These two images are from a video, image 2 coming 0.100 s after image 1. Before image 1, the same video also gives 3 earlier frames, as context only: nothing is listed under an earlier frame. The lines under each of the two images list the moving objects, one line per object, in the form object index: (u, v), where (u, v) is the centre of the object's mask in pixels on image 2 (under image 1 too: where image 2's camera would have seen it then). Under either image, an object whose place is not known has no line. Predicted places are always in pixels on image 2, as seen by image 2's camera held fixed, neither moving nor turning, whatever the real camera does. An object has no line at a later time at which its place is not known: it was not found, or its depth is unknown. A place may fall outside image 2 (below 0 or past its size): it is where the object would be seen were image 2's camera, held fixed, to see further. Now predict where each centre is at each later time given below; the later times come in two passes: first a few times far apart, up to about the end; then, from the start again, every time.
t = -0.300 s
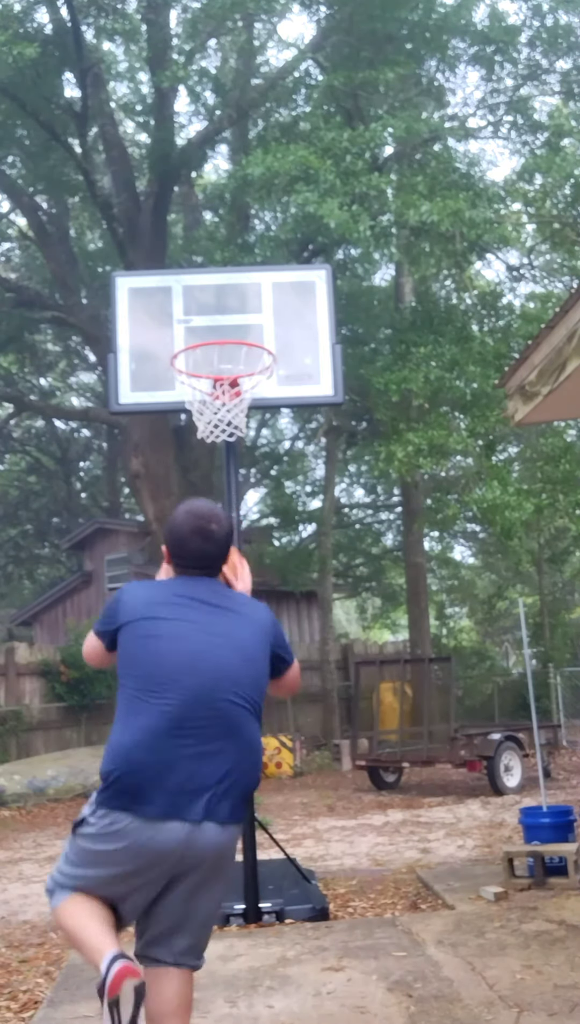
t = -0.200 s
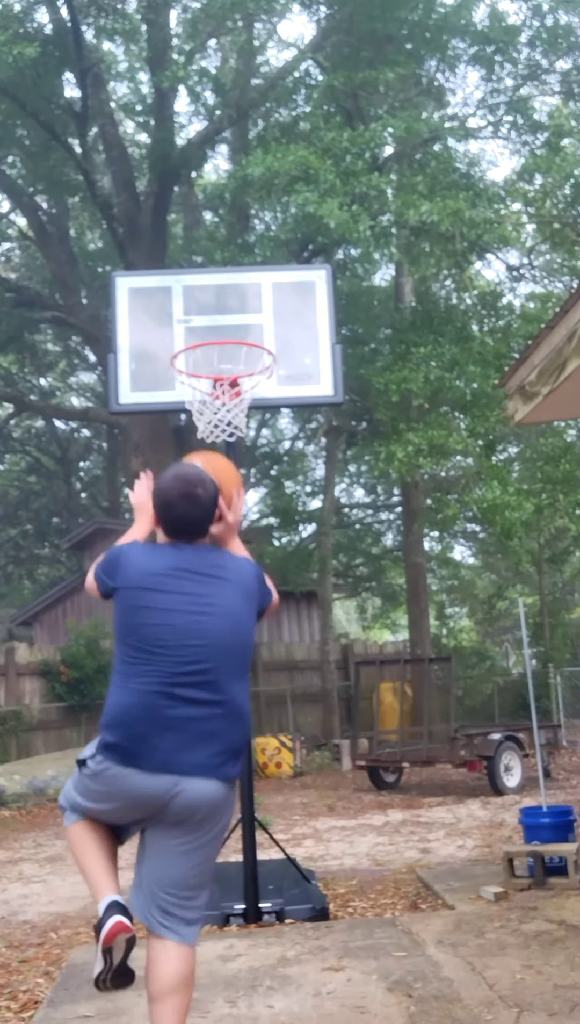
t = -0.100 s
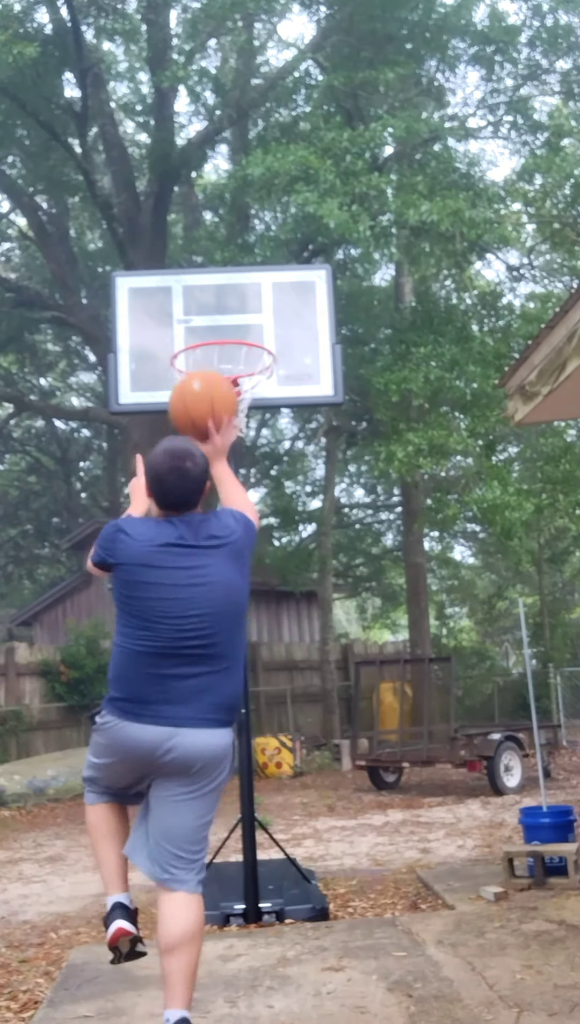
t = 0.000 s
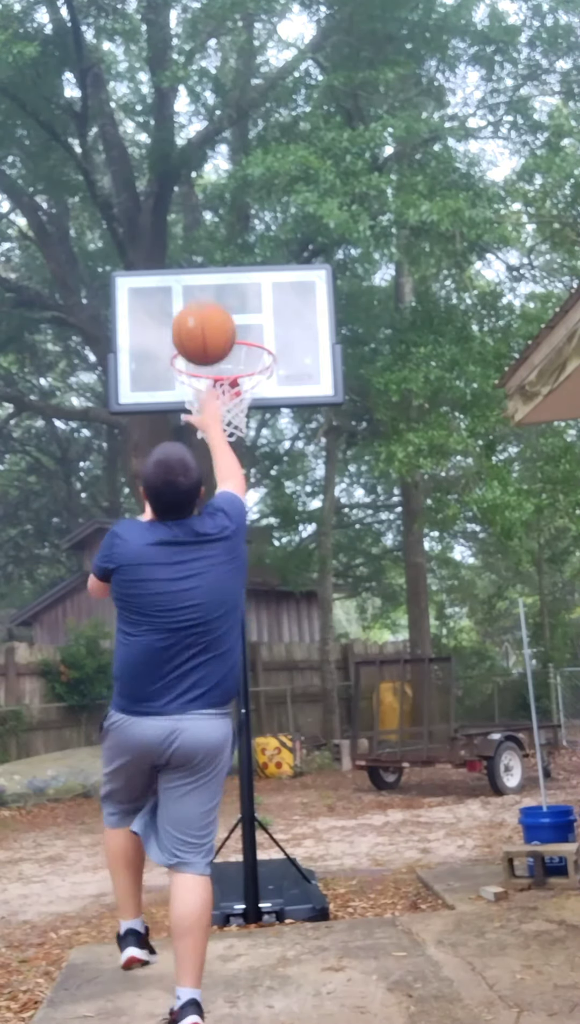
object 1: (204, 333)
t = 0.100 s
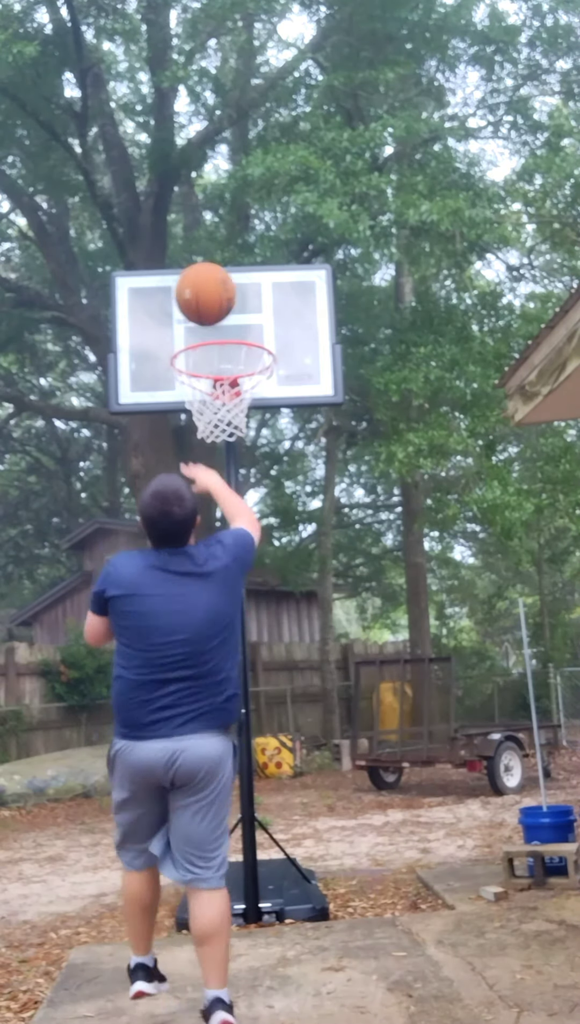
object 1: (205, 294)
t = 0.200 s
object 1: (208, 283)
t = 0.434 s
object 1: (216, 338)
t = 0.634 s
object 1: (236, 371)
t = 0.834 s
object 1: (231, 401)
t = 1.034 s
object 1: (222, 485)
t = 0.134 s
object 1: (206, 287)
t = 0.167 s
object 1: (207, 284)
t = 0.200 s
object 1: (208, 283)
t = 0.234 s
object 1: (208, 284)
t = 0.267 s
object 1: (210, 288)
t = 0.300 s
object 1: (211, 293)
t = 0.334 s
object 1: (212, 302)
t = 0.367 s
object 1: (213, 312)
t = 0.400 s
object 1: (214, 322)
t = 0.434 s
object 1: (216, 338)
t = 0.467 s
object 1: (218, 354)
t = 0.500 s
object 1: (220, 364)
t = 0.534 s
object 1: (224, 364)
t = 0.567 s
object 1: (228, 365)
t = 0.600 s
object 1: (232, 369)
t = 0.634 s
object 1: (236, 371)
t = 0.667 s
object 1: (237, 374)
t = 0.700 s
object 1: (237, 377)
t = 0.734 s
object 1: (236, 382)
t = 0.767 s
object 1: (235, 388)
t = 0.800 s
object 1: (233, 394)
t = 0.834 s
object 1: (231, 401)
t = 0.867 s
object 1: (230, 410)
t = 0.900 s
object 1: (228, 421)
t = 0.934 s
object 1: (226, 439)
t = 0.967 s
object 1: (225, 450)
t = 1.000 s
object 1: (224, 466)
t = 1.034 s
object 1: (222, 485)
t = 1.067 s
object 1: (222, 505)
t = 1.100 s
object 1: (228, 525)
